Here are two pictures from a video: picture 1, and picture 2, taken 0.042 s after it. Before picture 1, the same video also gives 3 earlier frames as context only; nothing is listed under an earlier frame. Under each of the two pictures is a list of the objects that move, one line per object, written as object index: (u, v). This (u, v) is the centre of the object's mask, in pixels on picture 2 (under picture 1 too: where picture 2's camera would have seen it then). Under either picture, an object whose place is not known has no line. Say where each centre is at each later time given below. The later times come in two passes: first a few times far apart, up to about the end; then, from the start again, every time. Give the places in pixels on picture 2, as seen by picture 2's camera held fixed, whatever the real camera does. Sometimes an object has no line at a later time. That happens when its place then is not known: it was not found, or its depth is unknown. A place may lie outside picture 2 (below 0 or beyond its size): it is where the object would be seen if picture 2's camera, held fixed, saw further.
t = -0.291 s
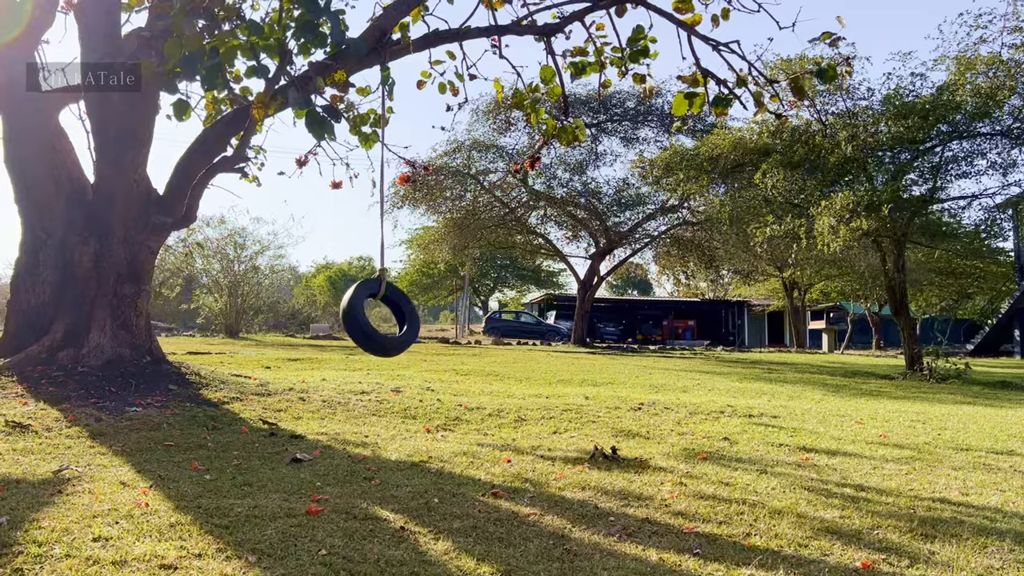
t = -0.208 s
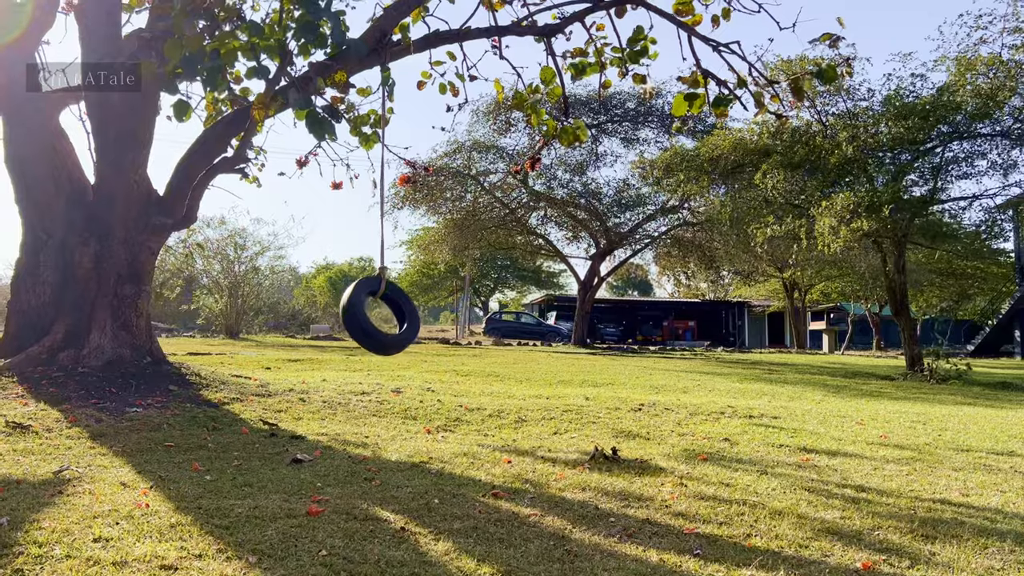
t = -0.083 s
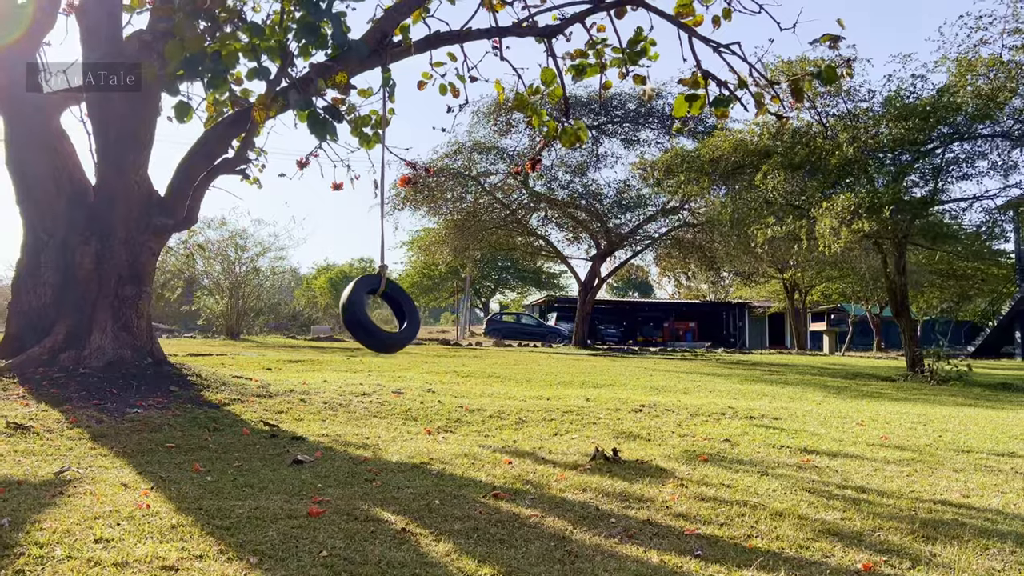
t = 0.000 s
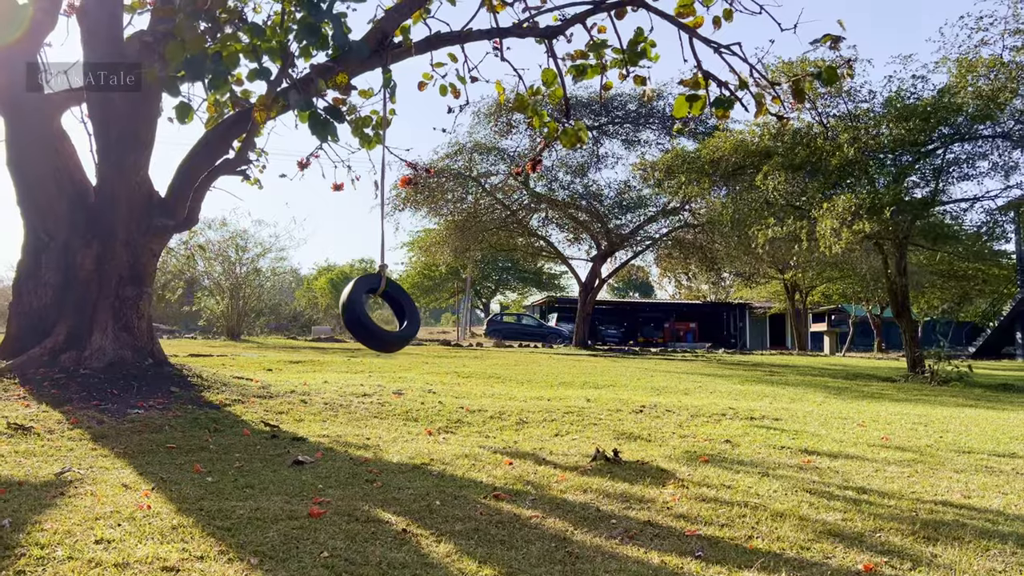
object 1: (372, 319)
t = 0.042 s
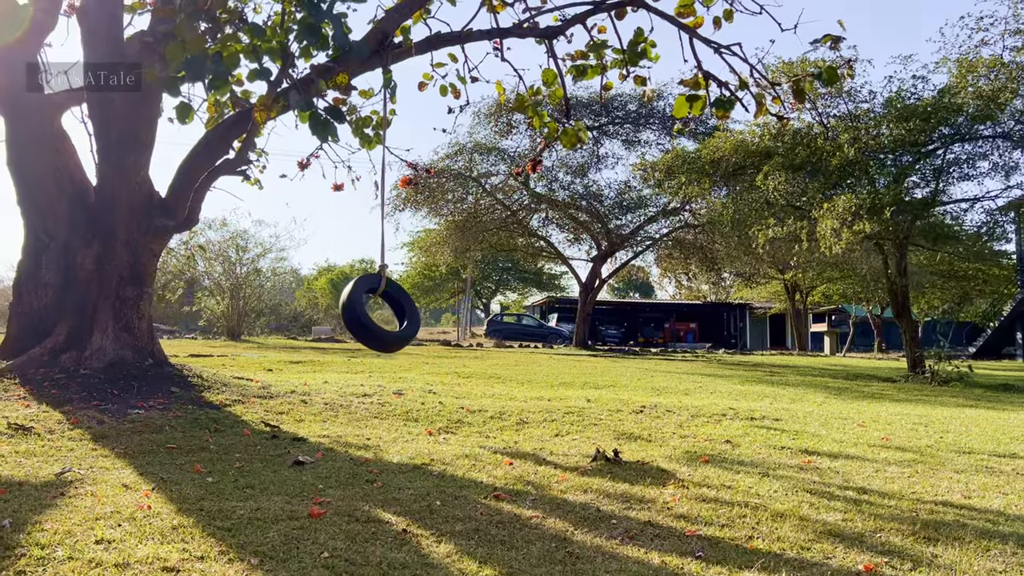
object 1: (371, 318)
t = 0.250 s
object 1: (371, 320)
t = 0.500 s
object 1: (367, 322)
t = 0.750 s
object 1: (364, 332)
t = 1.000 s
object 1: (360, 342)
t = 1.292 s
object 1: (356, 348)
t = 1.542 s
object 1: (354, 348)
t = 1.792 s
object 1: (354, 341)
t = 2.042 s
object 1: (355, 338)
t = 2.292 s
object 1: (358, 330)
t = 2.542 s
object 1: (360, 327)
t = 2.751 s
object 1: (362, 330)
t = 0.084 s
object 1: (371, 318)
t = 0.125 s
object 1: (372, 319)
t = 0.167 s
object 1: (371, 319)
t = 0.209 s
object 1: (371, 319)
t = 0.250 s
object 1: (371, 320)
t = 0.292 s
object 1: (371, 320)
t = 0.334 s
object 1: (370, 320)
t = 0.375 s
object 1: (370, 321)
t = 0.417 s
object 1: (369, 322)
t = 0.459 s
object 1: (368, 323)
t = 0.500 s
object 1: (367, 322)
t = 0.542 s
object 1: (366, 324)
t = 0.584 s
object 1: (365, 325)
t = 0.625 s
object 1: (365, 327)
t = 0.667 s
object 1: (365, 329)
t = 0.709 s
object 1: (364, 328)
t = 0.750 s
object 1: (364, 332)
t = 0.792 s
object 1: (364, 333)
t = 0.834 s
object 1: (363, 336)
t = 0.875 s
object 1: (362, 335)
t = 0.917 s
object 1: (361, 336)
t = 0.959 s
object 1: (360, 339)
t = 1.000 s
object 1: (360, 342)
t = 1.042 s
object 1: (360, 345)
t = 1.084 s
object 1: (357, 341)
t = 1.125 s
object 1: (359, 346)
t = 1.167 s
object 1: (355, 340)
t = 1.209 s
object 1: (356, 346)
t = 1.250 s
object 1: (355, 345)
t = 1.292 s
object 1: (356, 348)
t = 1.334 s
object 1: (354, 347)
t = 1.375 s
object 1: (355, 348)
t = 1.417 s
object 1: (354, 347)
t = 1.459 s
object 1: (355, 349)
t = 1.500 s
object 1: (355, 349)
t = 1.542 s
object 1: (354, 348)
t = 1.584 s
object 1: (354, 347)
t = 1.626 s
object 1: (353, 344)
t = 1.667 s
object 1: (353, 344)
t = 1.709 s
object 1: (354, 348)
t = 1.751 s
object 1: (354, 346)
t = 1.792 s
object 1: (354, 341)
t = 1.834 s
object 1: (354, 344)
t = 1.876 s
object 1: (355, 337)
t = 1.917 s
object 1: (355, 343)
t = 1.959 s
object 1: (355, 335)
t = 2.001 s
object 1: (355, 338)
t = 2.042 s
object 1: (355, 338)
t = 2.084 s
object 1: (356, 337)
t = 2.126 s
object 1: (356, 336)
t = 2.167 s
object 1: (356, 335)
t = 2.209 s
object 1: (357, 335)
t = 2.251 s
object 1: (357, 335)
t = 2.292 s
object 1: (358, 330)
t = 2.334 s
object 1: (359, 330)
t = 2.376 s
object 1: (359, 329)
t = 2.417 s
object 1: (359, 329)
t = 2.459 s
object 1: (360, 329)
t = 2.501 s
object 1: (360, 329)
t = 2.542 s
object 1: (360, 327)
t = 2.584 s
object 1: (361, 330)
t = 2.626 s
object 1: (362, 325)
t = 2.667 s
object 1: (362, 330)
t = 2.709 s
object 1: (362, 330)
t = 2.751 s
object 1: (362, 330)
